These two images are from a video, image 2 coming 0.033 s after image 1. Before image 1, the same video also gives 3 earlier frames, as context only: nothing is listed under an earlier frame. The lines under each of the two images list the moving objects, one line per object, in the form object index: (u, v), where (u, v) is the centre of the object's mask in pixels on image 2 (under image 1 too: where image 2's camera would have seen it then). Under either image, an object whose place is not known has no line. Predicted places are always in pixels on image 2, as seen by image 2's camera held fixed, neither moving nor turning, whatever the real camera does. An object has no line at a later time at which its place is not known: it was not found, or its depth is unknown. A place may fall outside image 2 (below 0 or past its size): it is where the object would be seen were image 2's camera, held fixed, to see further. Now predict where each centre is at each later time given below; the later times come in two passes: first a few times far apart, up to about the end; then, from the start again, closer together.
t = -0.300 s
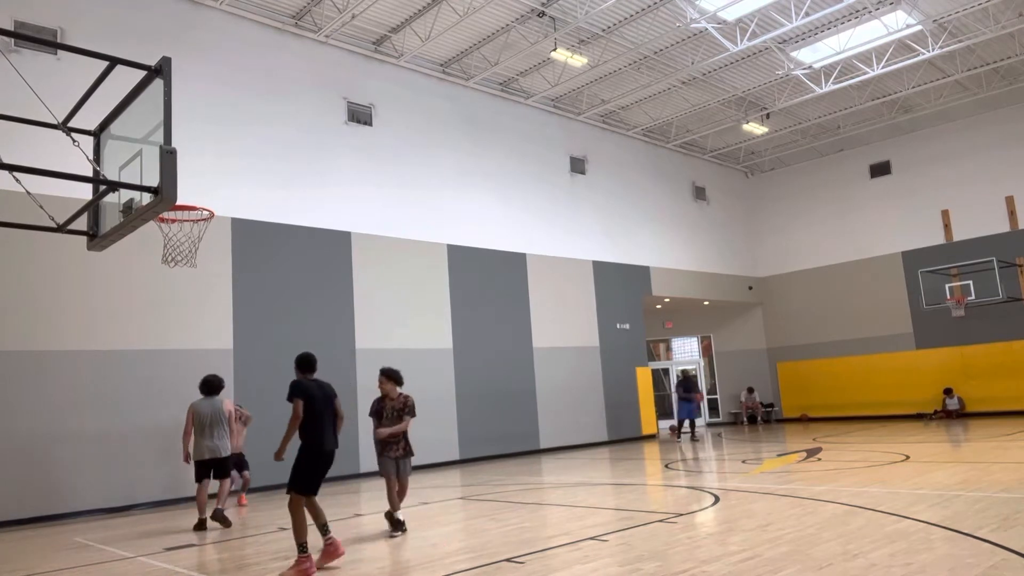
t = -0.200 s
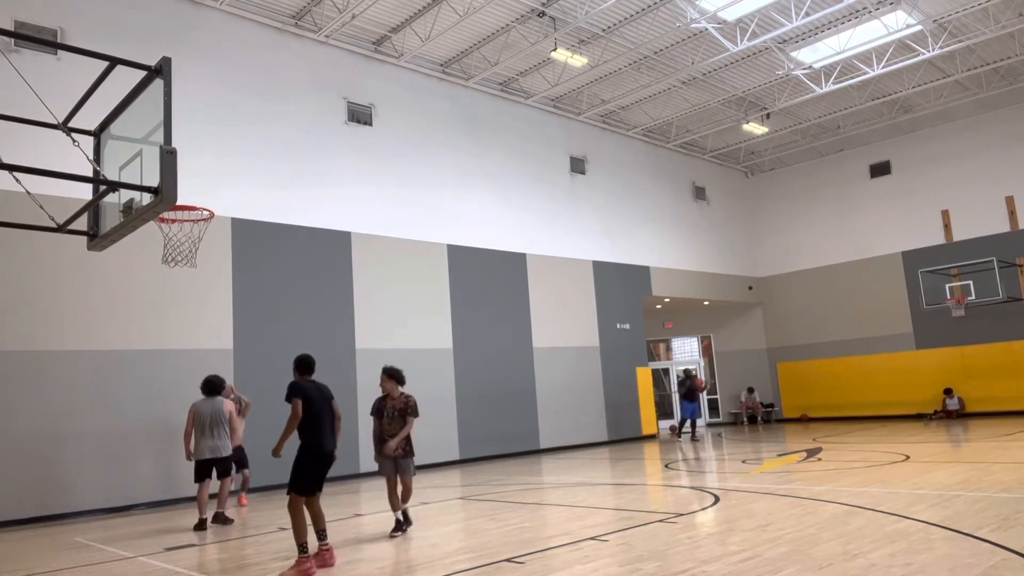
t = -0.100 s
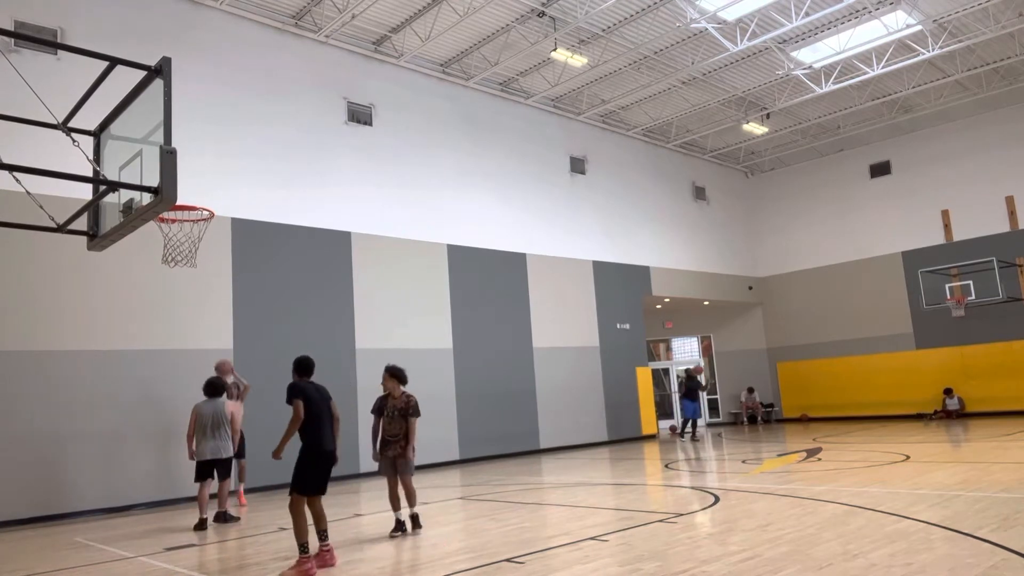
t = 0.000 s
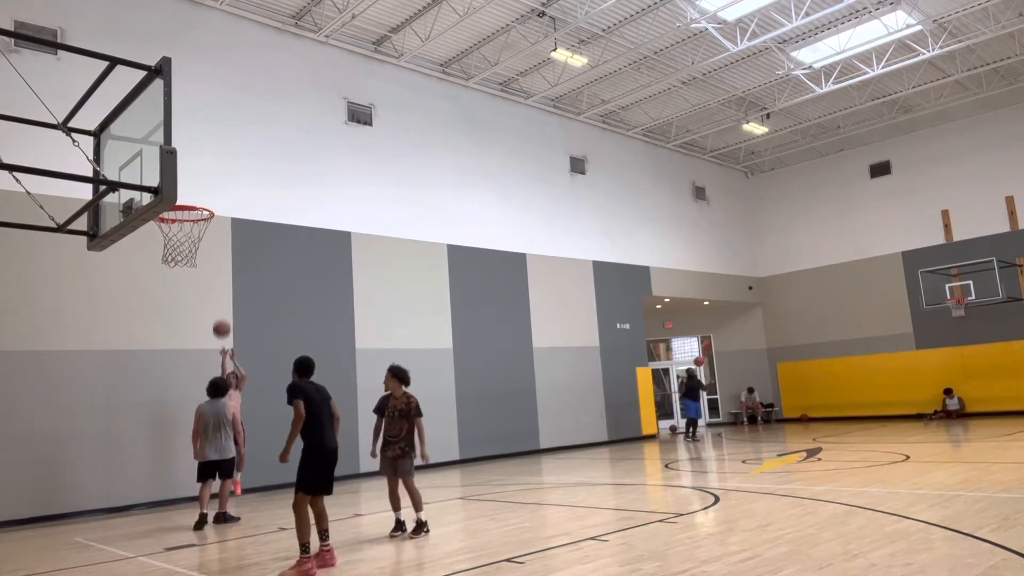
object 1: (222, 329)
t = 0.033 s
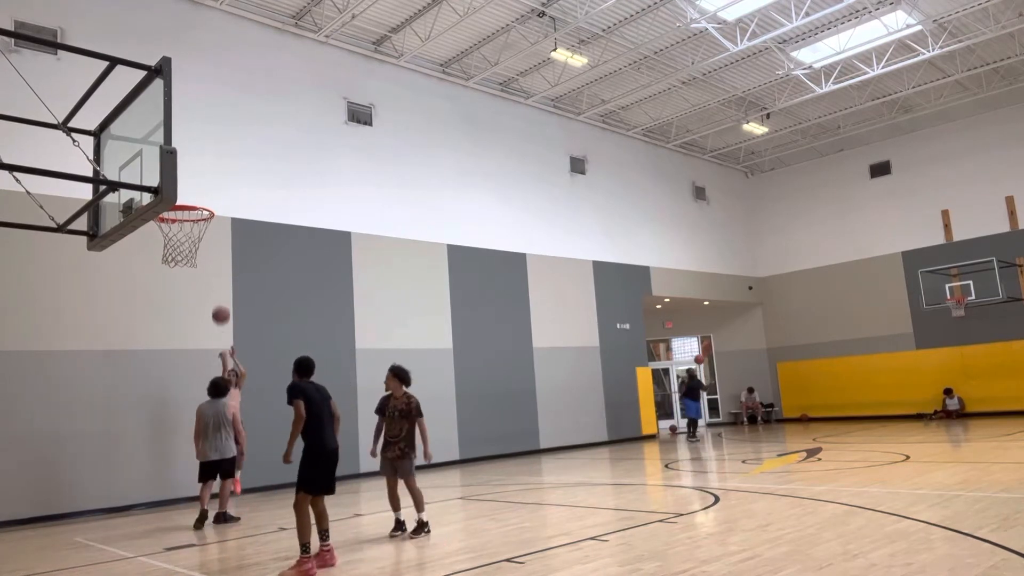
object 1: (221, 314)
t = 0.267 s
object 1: (215, 233)
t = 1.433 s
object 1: (93, 249)
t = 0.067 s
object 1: (220, 301)
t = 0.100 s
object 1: (219, 289)
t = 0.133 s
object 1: (218, 276)
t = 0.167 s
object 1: (217, 265)
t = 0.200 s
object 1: (216, 253)
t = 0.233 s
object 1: (215, 243)
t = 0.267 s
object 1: (215, 233)
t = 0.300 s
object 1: (215, 224)
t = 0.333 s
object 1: (213, 214)
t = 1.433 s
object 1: (93, 249)
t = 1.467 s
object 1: (89, 256)
